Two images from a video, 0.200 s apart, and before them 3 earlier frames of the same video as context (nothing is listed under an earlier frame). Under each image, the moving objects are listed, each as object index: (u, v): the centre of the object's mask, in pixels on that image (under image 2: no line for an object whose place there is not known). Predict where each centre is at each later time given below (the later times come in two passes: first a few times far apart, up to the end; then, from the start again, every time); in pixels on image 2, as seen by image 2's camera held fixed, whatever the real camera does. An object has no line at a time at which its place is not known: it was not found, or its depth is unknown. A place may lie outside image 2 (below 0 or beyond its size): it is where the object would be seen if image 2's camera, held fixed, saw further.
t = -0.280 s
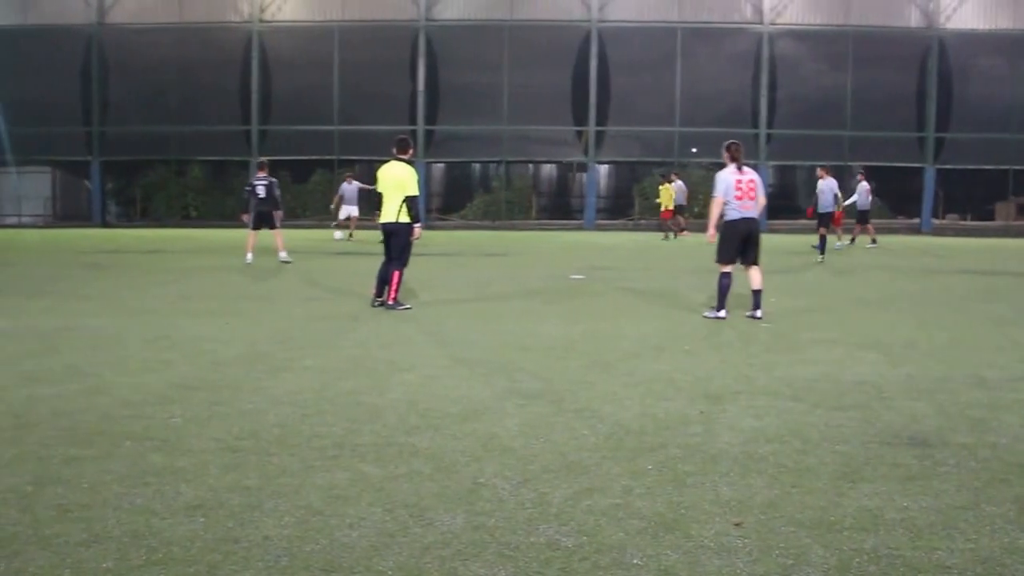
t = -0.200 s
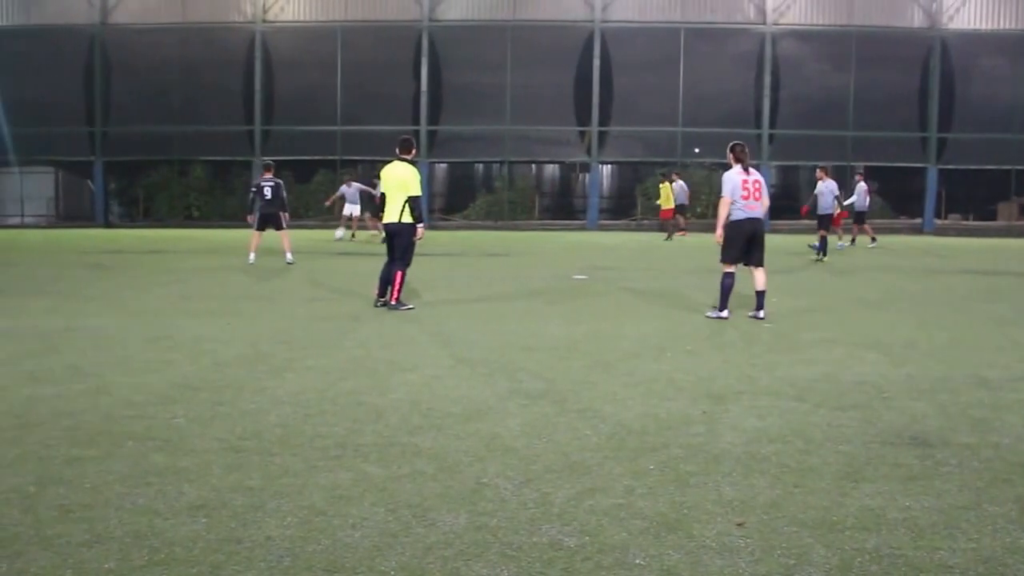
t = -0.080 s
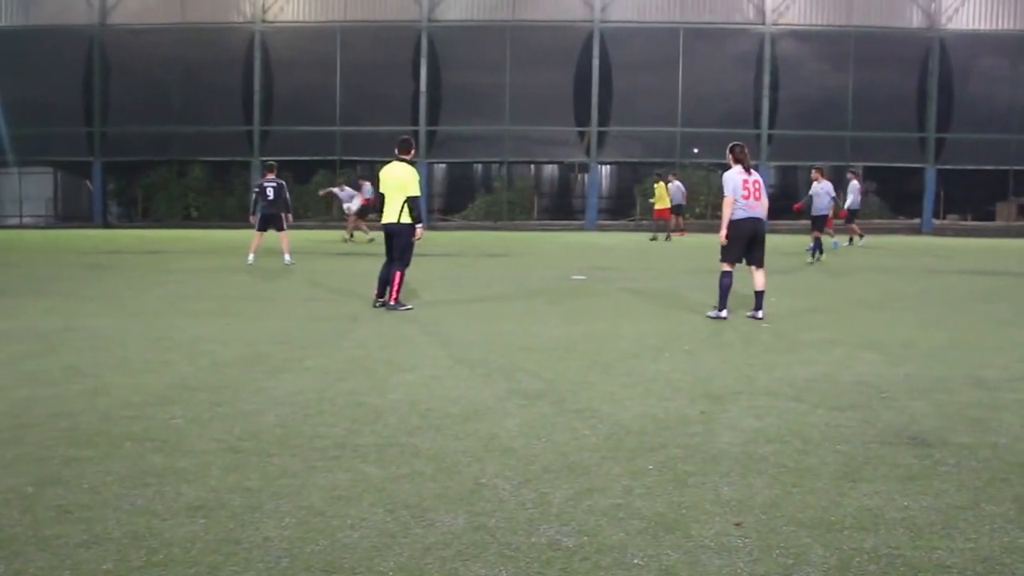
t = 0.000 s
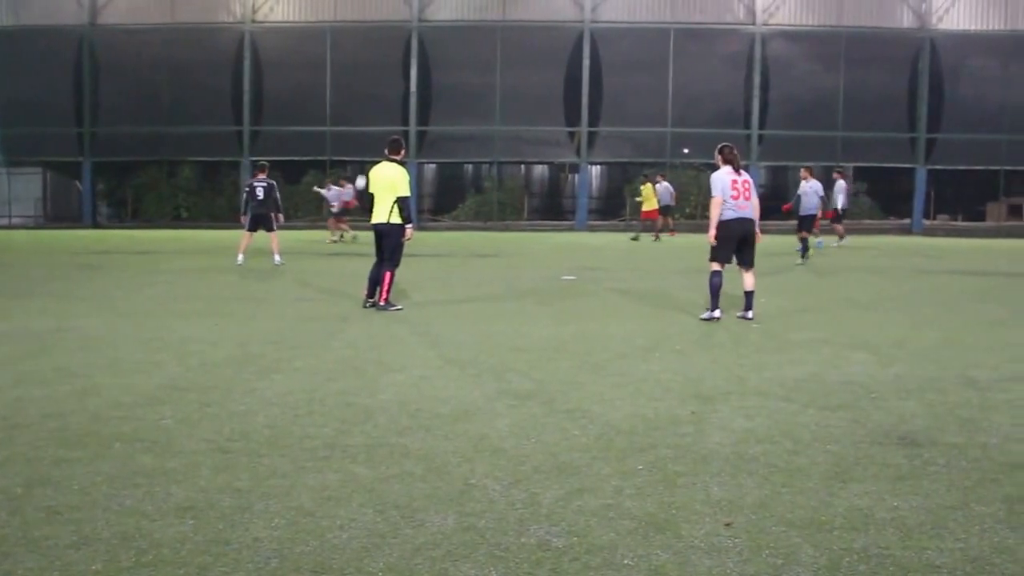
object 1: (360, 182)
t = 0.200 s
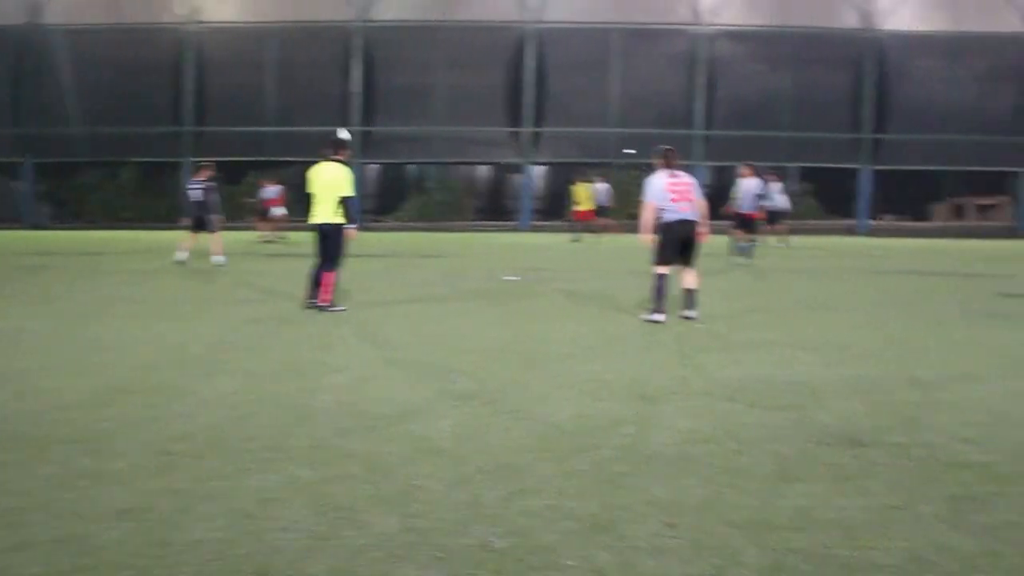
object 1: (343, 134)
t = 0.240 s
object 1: (351, 127)
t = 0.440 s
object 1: (404, 91)
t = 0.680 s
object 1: (486, 66)
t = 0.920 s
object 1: (592, 69)
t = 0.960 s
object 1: (612, 73)
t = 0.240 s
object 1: (351, 127)
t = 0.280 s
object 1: (360, 119)
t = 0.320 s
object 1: (370, 112)
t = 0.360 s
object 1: (381, 104)
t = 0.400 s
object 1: (392, 97)
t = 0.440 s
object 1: (404, 91)
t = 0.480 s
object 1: (416, 86)
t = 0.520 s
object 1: (429, 80)
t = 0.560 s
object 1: (442, 76)
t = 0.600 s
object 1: (456, 72)
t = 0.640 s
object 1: (471, 68)
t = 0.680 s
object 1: (486, 66)
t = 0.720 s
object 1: (502, 64)
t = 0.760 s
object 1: (518, 63)
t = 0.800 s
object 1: (536, 63)
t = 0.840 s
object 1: (554, 64)
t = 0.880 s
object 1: (572, 66)
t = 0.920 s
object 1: (592, 69)
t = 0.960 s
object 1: (612, 73)
